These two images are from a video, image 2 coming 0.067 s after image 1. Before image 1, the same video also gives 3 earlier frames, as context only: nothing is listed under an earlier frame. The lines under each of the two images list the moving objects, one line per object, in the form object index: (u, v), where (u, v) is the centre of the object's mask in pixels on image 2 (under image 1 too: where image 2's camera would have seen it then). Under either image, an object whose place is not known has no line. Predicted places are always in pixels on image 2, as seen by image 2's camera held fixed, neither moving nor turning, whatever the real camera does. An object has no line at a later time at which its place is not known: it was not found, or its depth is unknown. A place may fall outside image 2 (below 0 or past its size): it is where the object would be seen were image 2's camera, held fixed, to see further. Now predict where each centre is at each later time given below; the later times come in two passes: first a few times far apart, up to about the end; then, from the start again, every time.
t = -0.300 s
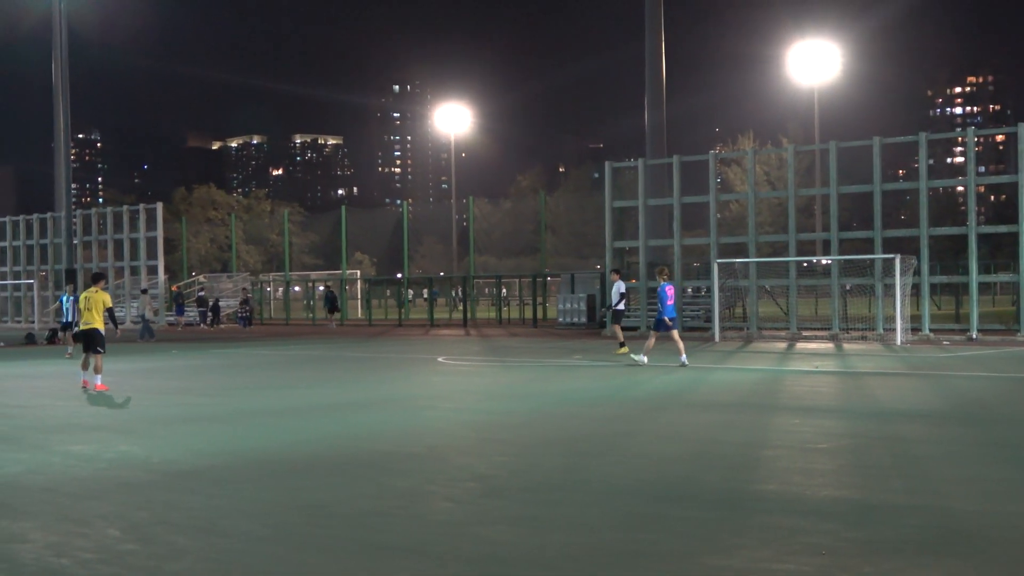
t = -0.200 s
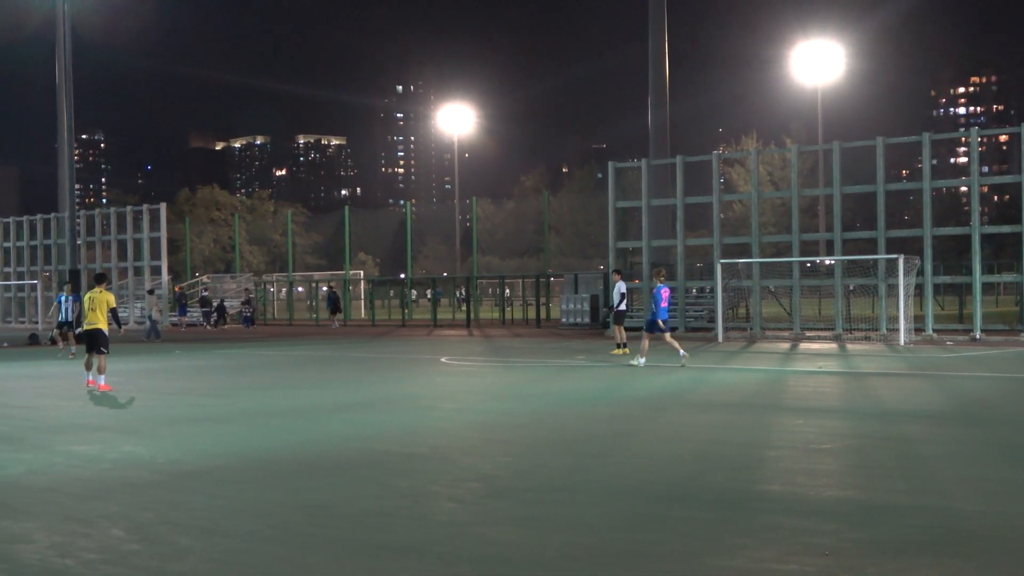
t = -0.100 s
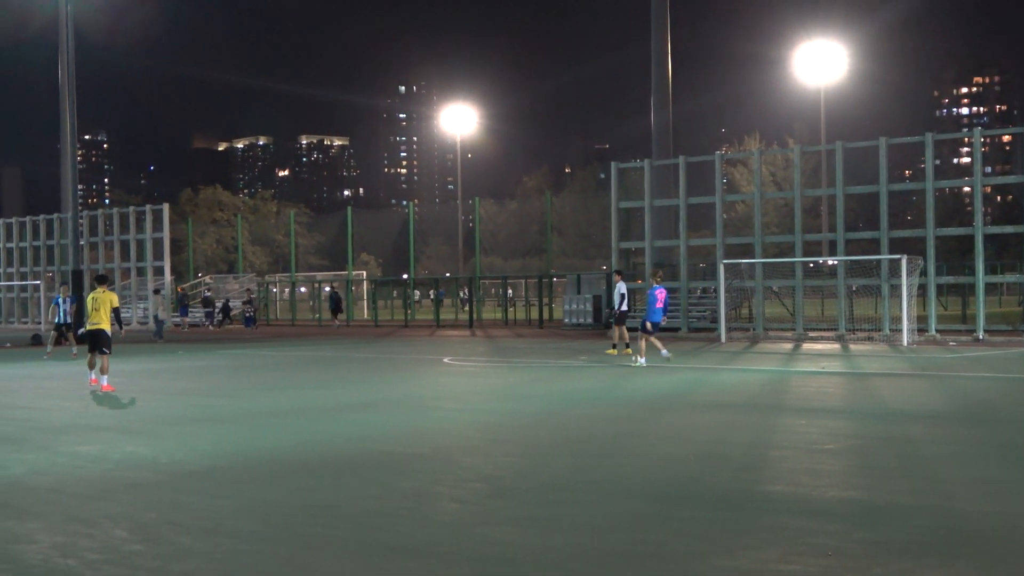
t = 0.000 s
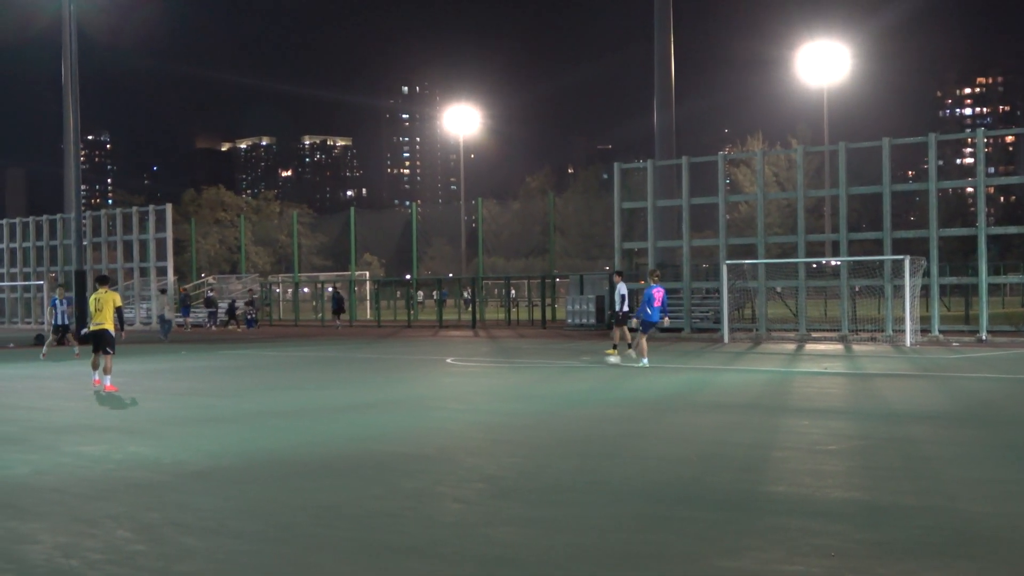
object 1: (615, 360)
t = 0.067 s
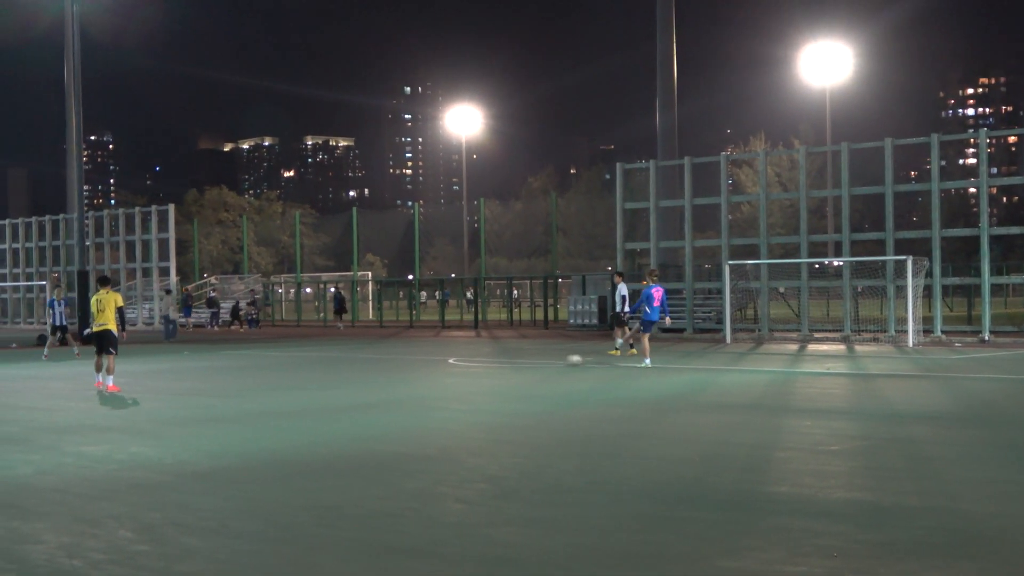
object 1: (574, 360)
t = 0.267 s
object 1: (473, 358)
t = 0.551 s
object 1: (368, 358)
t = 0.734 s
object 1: (312, 357)
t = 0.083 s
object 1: (566, 360)
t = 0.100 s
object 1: (557, 358)
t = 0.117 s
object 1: (548, 359)
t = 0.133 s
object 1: (539, 359)
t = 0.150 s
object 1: (530, 358)
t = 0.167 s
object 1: (521, 359)
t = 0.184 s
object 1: (513, 359)
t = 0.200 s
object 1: (504, 359)
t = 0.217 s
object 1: (496, 359)
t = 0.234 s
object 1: (488, 359)
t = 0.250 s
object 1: (481, 358)
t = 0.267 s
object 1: (473, 358)
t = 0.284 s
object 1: (465, 359)
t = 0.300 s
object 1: (458, 359)
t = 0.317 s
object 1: (451, 360)
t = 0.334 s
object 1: (444, 359)
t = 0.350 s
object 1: (438, 359)
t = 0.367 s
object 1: (431, 358)
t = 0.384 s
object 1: (425, 358)
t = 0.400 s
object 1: (419, 358)
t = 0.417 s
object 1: (413, 358)
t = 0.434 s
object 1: (407, 358)
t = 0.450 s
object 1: (401, 359)
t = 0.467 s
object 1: (395, 359)
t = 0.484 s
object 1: (389, 358)
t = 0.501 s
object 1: (384, 358)
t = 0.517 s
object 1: (378, 358)
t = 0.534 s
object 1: (373, 358)
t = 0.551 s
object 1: (368, 358)
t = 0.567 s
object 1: (362, 358)
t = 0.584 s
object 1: (357, 358)
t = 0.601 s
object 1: (351, 358)
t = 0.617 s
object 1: (346, 358)
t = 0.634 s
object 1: (342, 357)
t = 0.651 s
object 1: (336, 357)
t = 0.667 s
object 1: (331, 357)
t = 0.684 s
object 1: (326, 357)
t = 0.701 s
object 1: (321, 357)
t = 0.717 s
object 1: (316, 357)
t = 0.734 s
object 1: (312, 357)
